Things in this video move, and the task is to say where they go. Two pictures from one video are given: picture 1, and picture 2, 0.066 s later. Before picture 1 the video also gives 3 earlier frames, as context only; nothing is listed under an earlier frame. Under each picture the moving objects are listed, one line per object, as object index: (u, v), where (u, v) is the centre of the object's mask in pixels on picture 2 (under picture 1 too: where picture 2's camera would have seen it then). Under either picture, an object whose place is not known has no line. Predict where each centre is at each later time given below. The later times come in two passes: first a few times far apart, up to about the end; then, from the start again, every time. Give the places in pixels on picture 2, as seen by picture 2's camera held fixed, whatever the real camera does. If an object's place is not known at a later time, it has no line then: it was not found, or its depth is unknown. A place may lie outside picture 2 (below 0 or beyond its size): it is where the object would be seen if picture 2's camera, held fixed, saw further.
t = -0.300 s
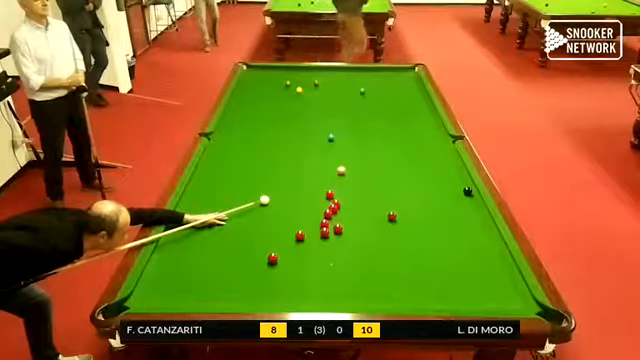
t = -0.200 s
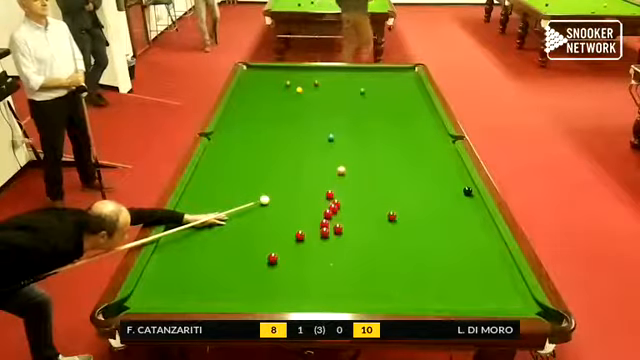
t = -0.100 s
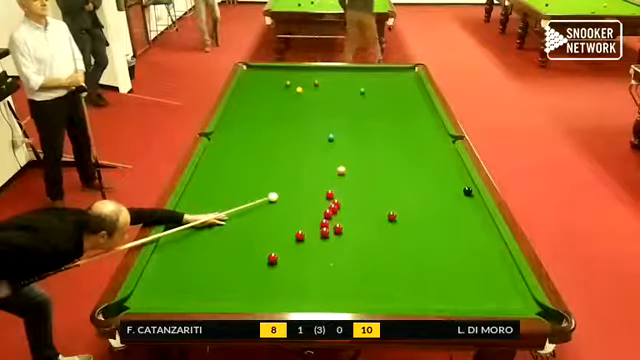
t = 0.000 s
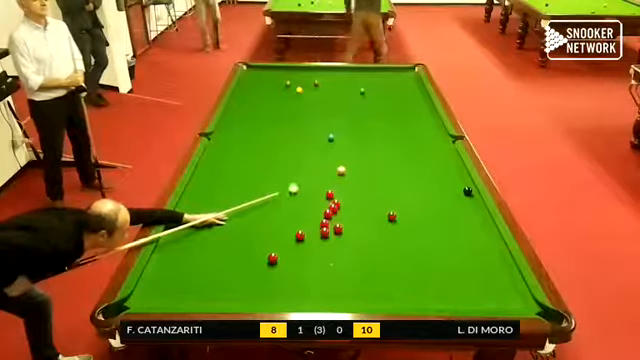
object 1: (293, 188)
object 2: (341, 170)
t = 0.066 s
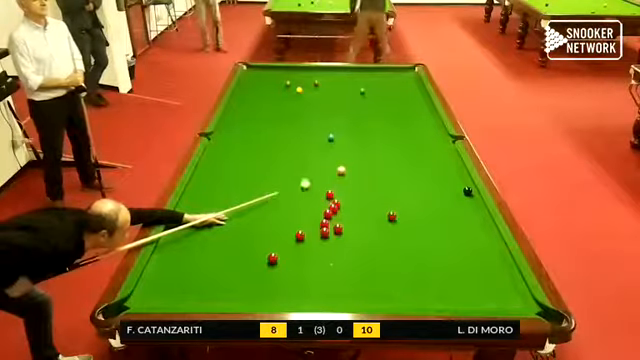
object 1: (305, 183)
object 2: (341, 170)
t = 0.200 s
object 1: (328, 174)
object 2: (341, 170)
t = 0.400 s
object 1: (336, 169)
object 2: (362, 164)
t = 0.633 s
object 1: (341, 164)
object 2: (385, 156)
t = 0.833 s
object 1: (346, 159)
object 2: (404, 152)
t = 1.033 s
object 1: (350, 156)
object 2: (421, 147)
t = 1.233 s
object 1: (354, 152)
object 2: (435, 143)
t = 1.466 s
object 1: (358, 149)
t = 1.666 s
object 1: (361, 146)
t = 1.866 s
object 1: (364, 144)
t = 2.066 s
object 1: (366, 142)
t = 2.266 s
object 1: (368, 140)
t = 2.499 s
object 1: (371, 138)
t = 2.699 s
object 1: (373, 137)
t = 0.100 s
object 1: (311, 180)
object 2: (341, 170)
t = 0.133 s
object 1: (316, 179)
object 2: (341, 170)
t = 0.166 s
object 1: (322, 177)
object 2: (341, 170)
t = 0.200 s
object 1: (328, 174)
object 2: (341, 170)
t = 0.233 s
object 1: (333, 172)
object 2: (341, 170)
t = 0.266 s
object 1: (334, 172)
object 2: (345, 169)
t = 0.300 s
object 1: (334, 171)
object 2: (349, 167)
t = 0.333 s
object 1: (334, 170)
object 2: (354, 166)
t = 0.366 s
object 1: (335, 169)
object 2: (358, 165)
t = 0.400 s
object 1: (336, 169)
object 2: (362, 164)
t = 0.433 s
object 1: (337, 168)
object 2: (366, 163)
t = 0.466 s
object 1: (338, 167)
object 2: (369, 162)
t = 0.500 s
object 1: (338, 166)
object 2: (372, 161)
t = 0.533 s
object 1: (339, 165)
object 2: (375, 160)
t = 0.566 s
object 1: (339, 165)
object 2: (379, 159)
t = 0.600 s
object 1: (341, 164)
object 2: (382, 158)
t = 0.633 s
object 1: (341, 164)
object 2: (385, 156)
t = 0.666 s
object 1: (343, 163)
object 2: (388, 155)
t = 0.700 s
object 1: (343, 162)
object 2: (392, 155)
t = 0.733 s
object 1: (344, 162)
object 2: (395, 154)
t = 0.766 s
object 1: (345, 161)
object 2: (398, 153)
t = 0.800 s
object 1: (346, 160)
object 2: (401, 153)
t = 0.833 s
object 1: (346, 159)
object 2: (404, 152)
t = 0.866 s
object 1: (346, 159)
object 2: (407, 151)
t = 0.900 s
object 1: (347, 159)
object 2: (410, 150)
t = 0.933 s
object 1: (348, 158)
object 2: (413, 149)
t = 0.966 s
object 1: (348, 157)
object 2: (415, 149)
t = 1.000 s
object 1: (350, 156)
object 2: (418, 148)
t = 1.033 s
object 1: (350, 156)
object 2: (421, 147)
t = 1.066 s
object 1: (351, 155)
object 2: (424, 146)
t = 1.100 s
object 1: (351, 155)
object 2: (427, 146)
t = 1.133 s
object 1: (352, 154)
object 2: (430, 145)
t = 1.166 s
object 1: (353, 153)
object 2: (432, 144)
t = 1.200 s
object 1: (353, 153)
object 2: (435, 143)
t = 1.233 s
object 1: (354, 152)
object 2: (435, 143)
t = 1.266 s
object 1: (354, 152)
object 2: (439, 142)
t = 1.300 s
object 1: (355, 151)
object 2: (442, 141)
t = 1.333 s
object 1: (356, 151)
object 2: (445, 140)
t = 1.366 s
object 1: (356, 150)
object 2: (447, 140)
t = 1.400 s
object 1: (357, 150)
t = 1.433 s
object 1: (357, 149)
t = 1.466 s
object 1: (358, 149)
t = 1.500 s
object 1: (358, 148)
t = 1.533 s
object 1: (359, 148)
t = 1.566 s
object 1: (359, 148)
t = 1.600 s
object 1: (360, 147)
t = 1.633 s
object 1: (361, 147)
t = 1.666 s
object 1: (361, 146)
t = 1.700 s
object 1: (362, 145)
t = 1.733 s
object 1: (362, 145)
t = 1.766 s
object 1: (362, 145)
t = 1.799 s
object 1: (363, 145)
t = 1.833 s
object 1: (363, 144)
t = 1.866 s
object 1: (364, 144)
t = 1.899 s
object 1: (364, 144)
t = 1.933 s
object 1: (365, 143)
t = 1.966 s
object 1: (365, 143)
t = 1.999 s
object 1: (365, 142)
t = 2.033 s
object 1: (366, 142)
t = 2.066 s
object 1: (366, 142)
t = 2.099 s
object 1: (367, 141)
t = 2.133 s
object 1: (367, 141)
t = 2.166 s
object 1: (367, 141)
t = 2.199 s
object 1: (368, 140)
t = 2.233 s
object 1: (368, 140)
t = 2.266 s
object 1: (368, 140)
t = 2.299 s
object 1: (369, 139)
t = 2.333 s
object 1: (369, 139)
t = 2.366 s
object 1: (370, 139)
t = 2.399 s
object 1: (371, 138)
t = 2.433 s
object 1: (371, 138)
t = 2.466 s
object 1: (371, 138)
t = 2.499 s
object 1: (371, 138)
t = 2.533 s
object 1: (371, 138)
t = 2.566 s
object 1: (371, 138)
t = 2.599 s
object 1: (372, 137)
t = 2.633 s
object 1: (372, 137)
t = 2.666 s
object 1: (373, 137)
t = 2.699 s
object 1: (373, 137)
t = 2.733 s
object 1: (373, 137)
